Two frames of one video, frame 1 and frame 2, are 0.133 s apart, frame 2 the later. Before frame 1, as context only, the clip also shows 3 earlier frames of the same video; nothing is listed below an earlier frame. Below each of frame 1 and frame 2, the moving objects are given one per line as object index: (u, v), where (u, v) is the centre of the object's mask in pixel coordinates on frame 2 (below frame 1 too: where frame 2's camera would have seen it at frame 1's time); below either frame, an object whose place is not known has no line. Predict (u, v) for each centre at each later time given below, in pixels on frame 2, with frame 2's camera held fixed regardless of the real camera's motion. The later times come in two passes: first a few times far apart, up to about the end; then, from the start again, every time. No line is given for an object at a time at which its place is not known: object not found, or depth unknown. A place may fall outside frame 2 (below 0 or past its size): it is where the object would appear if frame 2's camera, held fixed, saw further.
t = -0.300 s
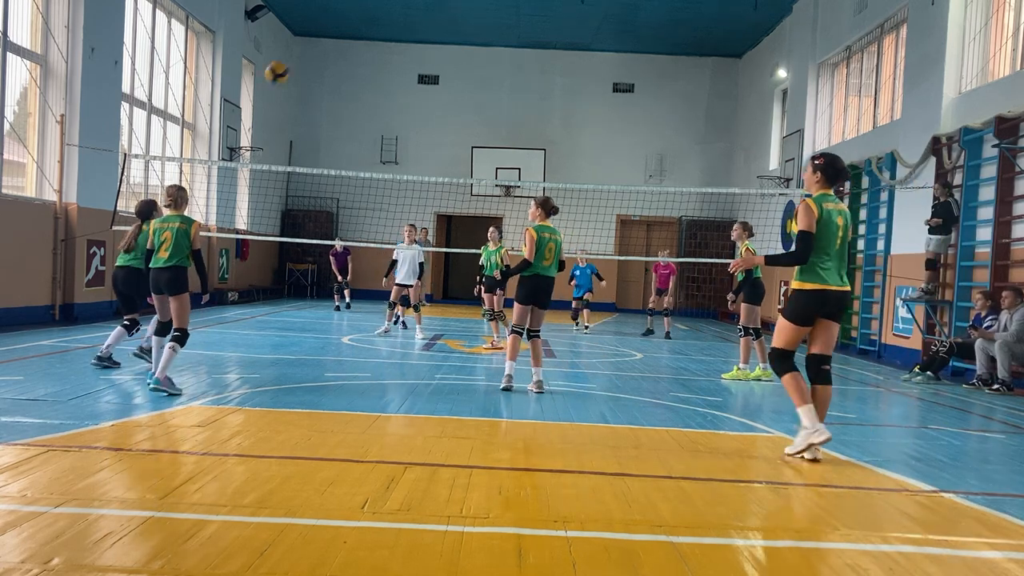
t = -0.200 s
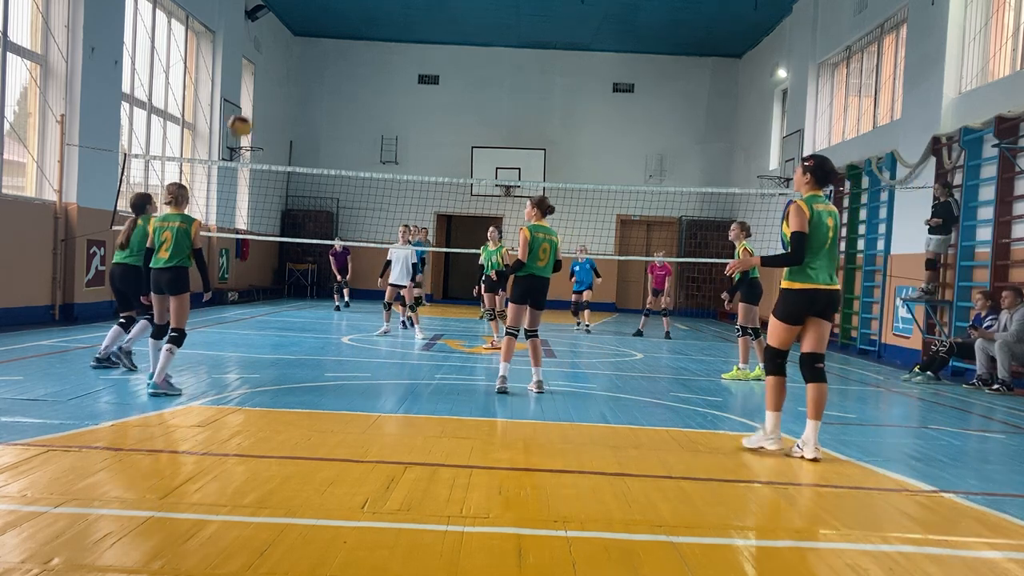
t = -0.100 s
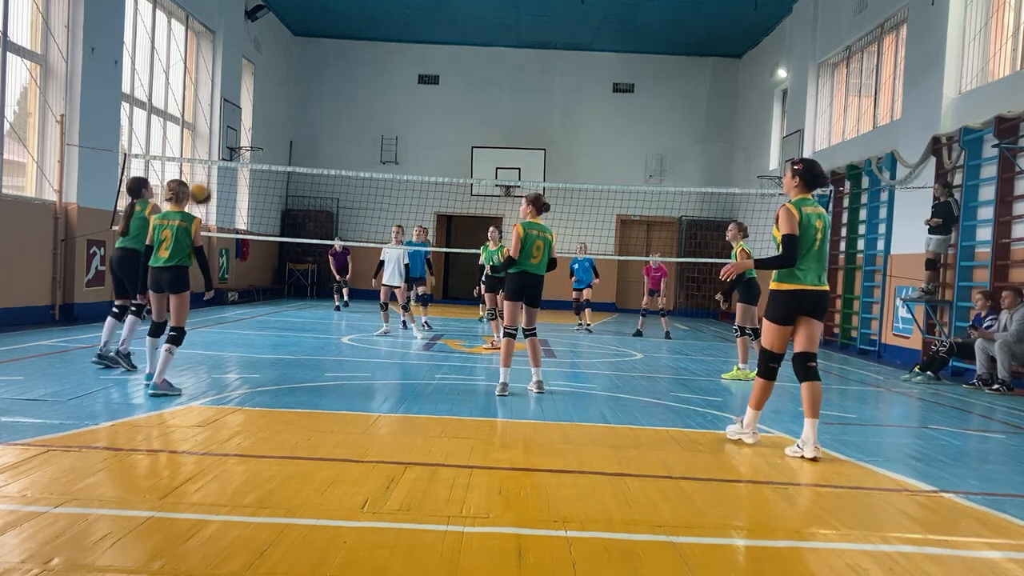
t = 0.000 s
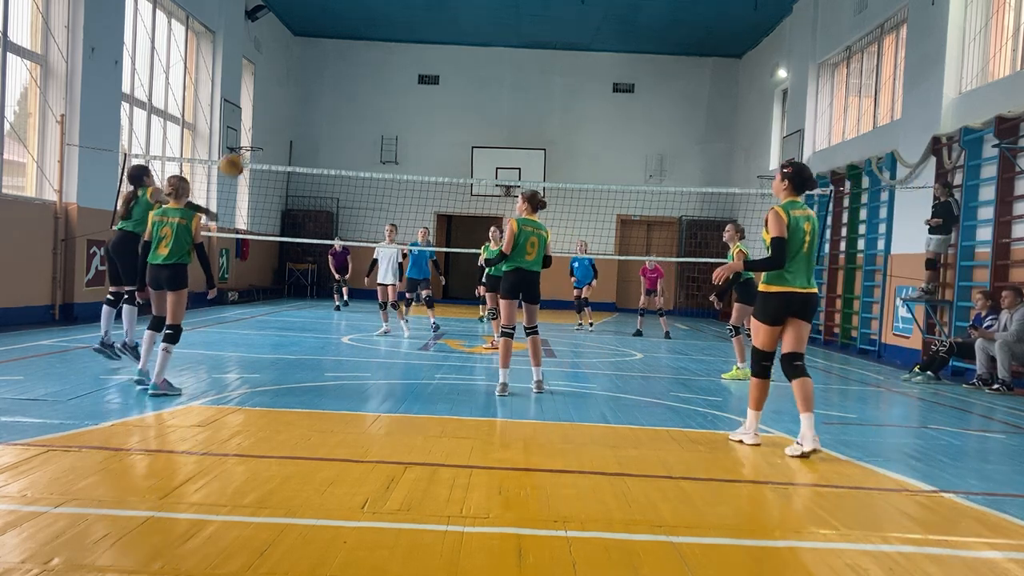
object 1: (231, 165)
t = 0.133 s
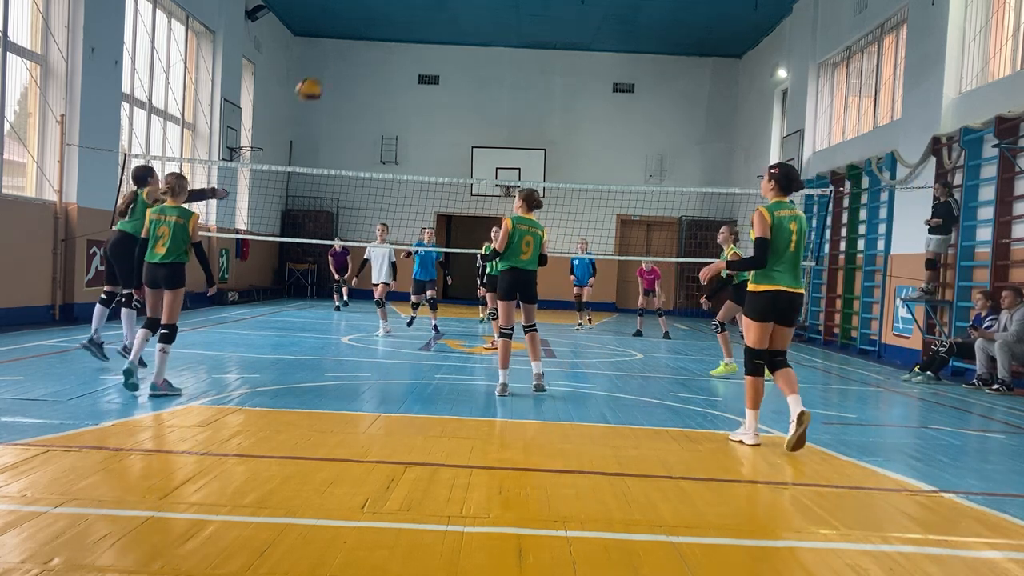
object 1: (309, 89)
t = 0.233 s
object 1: (364, 50)
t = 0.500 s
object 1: (496, 7)
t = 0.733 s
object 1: (597, 31)
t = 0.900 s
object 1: (661, 82)
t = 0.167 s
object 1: (327, 75)
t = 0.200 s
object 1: (346, 62)
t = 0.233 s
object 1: (364, 50)
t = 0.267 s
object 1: (381, 39)
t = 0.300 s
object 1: (398, 31)
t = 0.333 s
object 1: (415, 23)
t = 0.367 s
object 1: (432, 17)
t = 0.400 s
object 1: (448, 12)
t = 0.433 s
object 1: (464, 9)
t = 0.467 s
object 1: (480, 8)
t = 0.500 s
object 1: (496, 7)
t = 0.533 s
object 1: (511, 7)
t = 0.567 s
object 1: (526, 8)
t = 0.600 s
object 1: (540, 10)
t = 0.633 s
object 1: (555, 13)
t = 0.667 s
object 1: (569, 18)
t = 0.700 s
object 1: (583, 24)
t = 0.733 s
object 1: (597, 31)
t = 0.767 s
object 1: (610, 39)
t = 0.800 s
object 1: (623, 49)
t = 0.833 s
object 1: (636, 59)
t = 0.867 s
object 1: (648, 69)
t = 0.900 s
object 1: (661, 82)
